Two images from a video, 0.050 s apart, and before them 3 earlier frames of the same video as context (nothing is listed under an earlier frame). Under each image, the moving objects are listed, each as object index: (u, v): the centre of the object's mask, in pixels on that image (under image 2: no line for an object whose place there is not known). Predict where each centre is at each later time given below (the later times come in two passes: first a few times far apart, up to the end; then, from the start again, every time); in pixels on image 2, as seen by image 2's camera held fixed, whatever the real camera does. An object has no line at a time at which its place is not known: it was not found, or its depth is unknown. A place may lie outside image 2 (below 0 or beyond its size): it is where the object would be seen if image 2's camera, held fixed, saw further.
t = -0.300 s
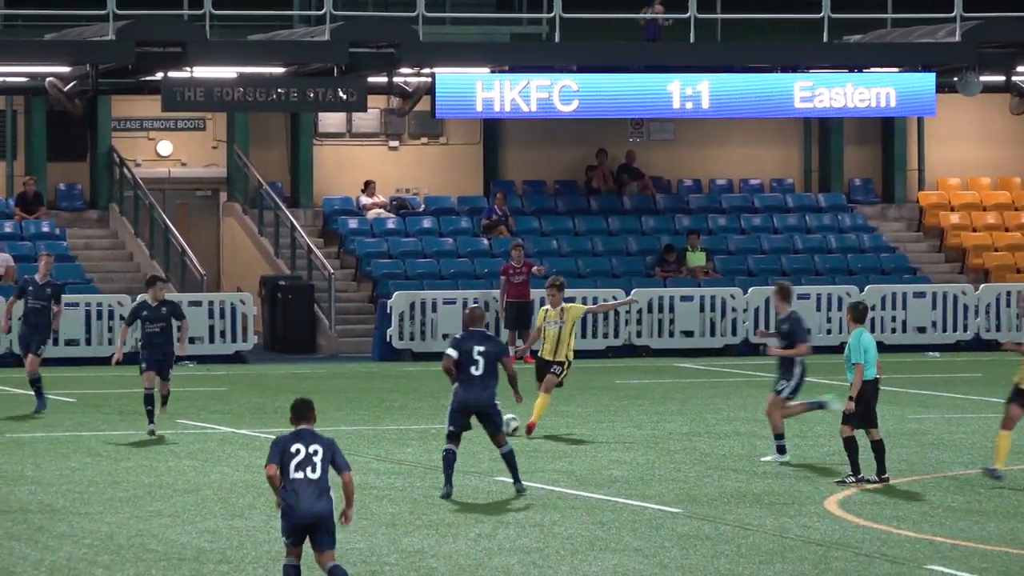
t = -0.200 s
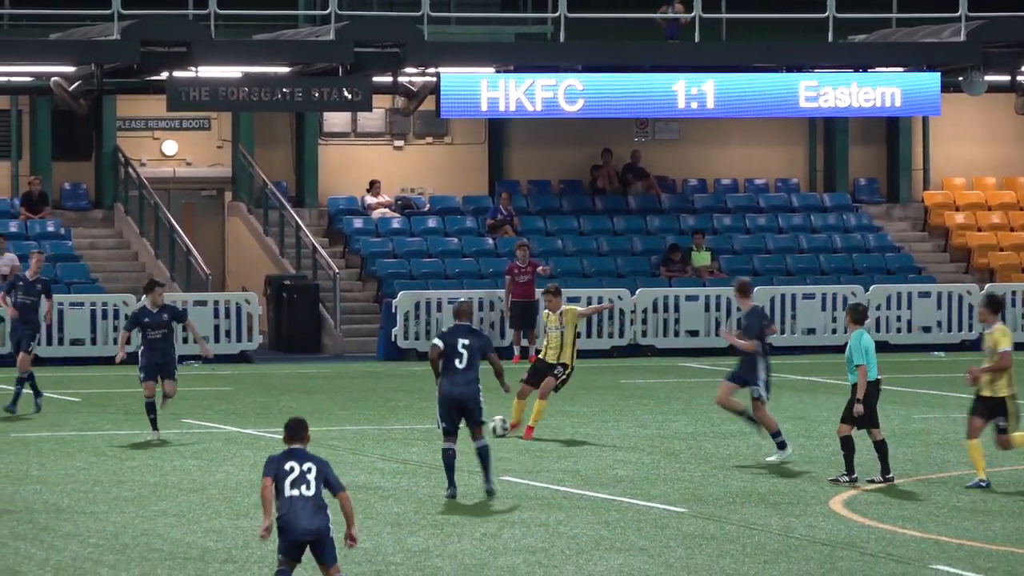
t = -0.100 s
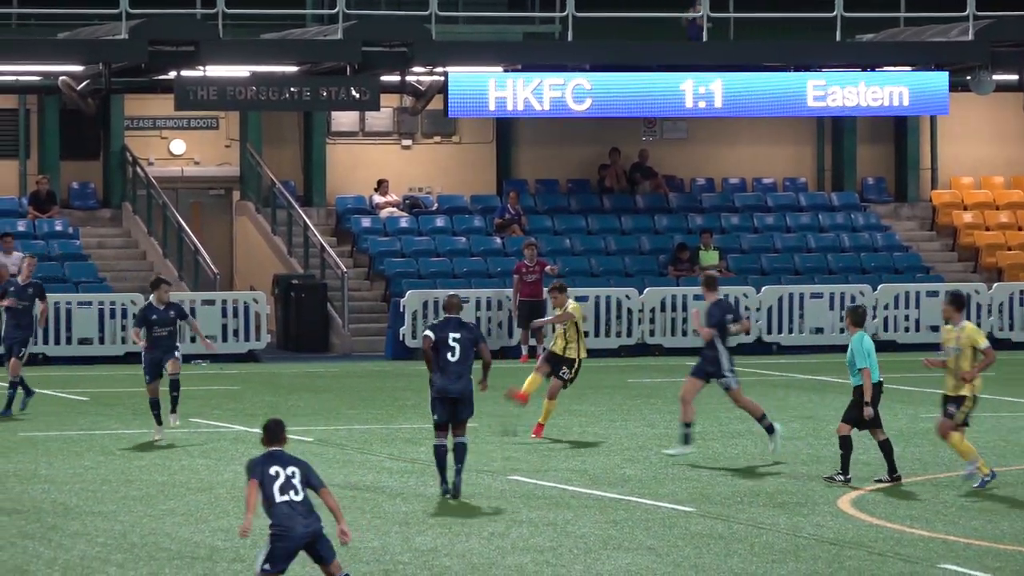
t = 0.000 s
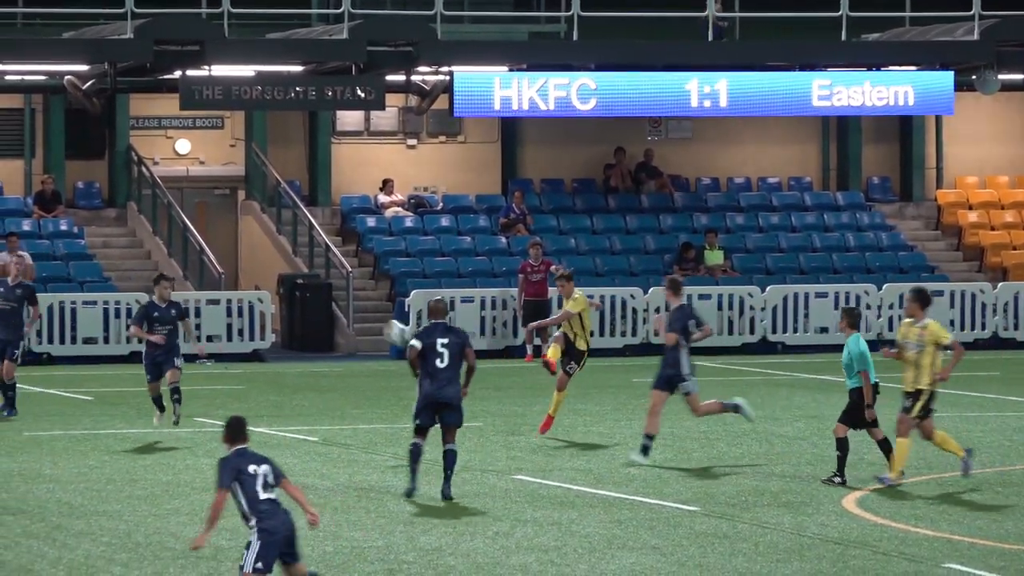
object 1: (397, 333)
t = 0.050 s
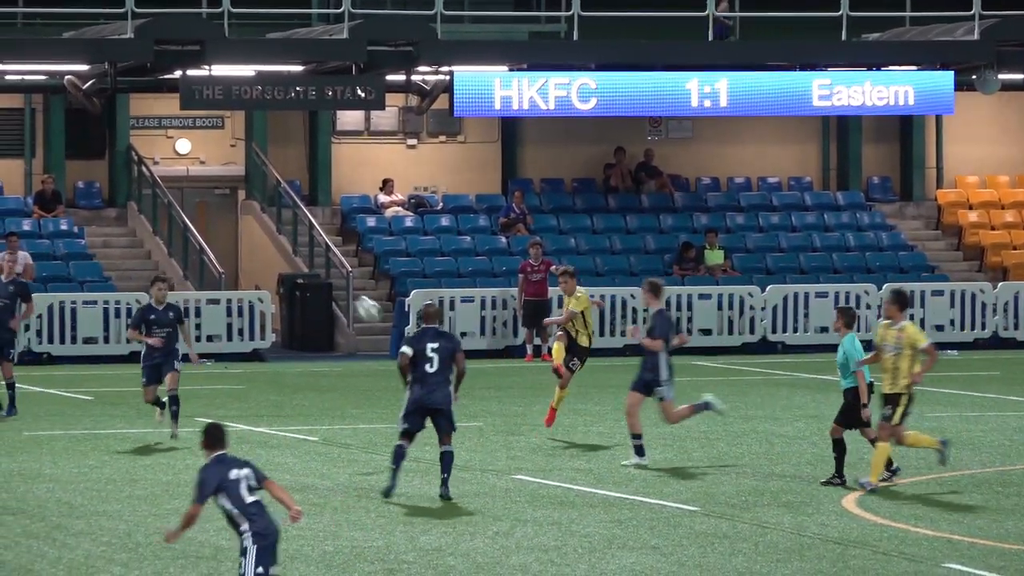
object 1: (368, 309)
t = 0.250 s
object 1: (248, 222)
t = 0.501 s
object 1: (110, 135)
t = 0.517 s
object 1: (104, 131)
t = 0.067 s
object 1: (358, 301)
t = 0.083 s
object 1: (346, 294)
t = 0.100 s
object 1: (337, 287)
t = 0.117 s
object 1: (328, 279)
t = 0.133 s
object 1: (319, 273)
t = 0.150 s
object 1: (309, 265)
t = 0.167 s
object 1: (300, 257)
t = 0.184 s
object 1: (289, 249)
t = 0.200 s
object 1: (280, 243)
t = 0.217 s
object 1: (268, 236)
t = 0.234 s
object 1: (259, 229)
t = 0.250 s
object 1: (248, 222)
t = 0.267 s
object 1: (237, 215)
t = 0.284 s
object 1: (225, 208)
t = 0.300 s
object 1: (216, 202)
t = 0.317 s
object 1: (207, 195)
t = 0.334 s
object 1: (199, 190)
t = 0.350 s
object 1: (190, 183)
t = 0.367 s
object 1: (181, 177)
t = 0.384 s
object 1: (172, 171)
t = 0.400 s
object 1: (161, 165)
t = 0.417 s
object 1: (154, 159)
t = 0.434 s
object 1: (143, 155)
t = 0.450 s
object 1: (135, 150)
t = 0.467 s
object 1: (126, 146)
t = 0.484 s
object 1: (118, 141)
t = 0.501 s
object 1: (110, 135)
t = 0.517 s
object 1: (104, 131)
